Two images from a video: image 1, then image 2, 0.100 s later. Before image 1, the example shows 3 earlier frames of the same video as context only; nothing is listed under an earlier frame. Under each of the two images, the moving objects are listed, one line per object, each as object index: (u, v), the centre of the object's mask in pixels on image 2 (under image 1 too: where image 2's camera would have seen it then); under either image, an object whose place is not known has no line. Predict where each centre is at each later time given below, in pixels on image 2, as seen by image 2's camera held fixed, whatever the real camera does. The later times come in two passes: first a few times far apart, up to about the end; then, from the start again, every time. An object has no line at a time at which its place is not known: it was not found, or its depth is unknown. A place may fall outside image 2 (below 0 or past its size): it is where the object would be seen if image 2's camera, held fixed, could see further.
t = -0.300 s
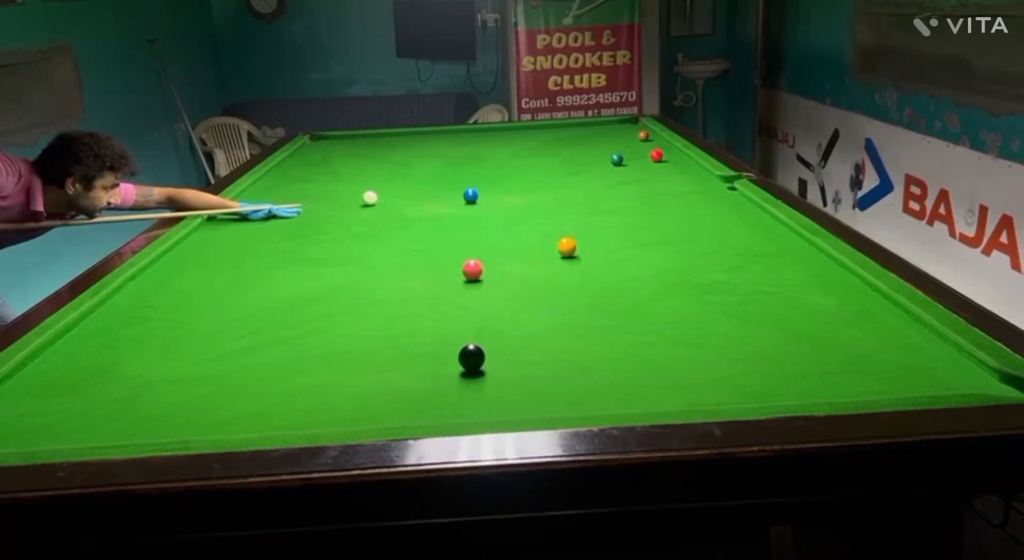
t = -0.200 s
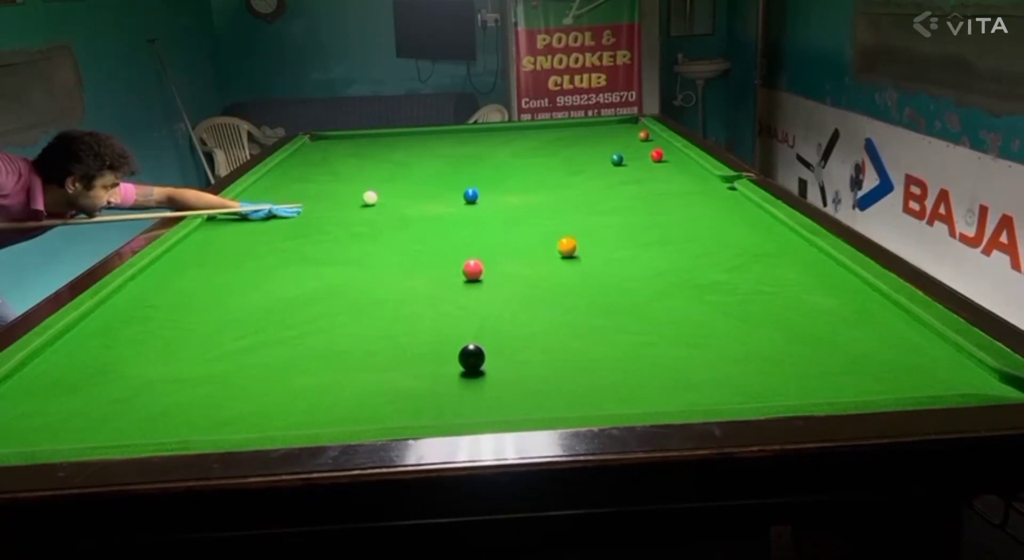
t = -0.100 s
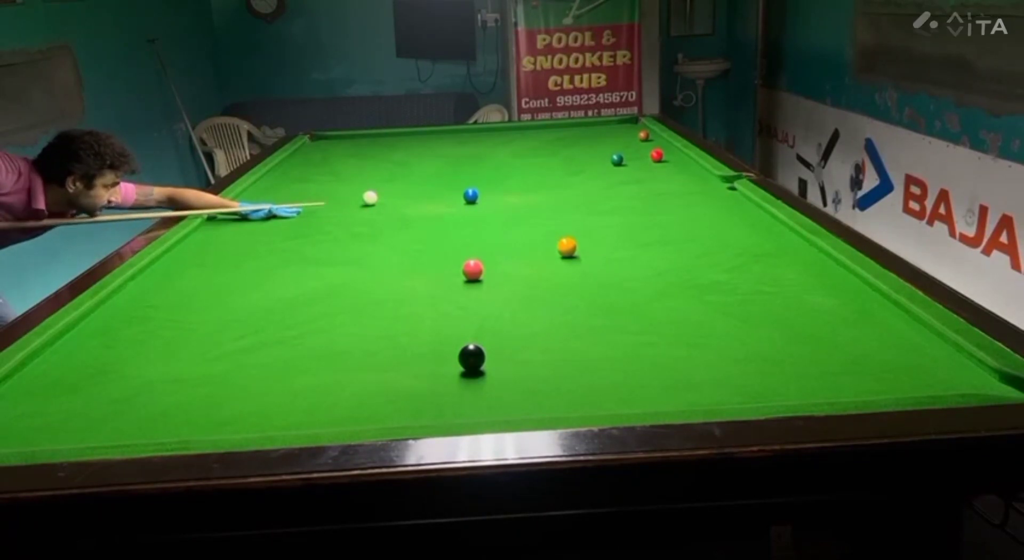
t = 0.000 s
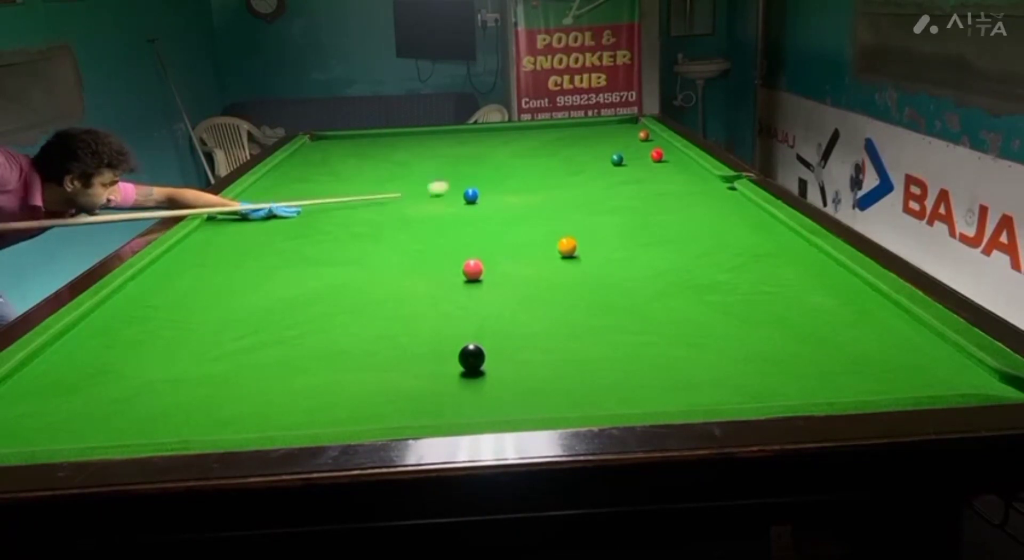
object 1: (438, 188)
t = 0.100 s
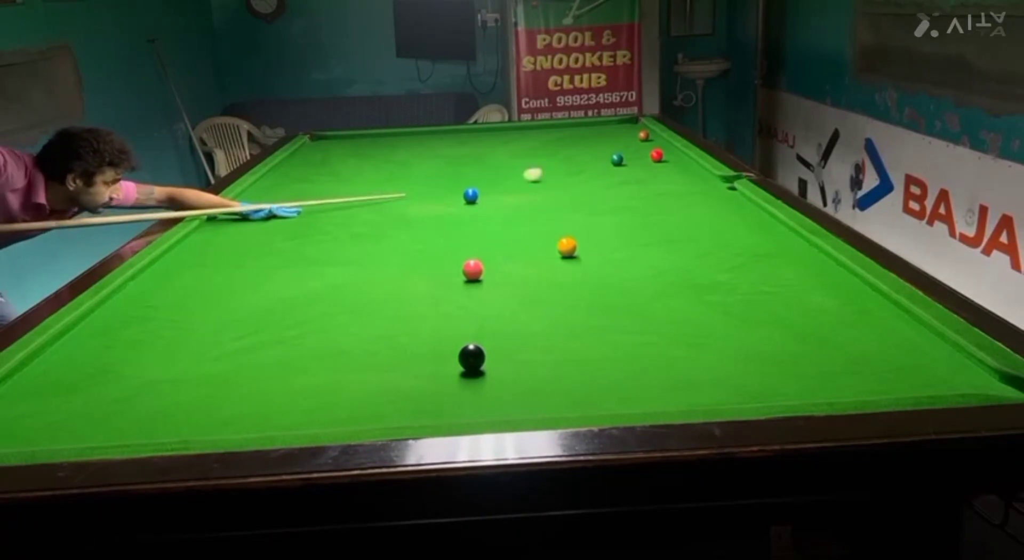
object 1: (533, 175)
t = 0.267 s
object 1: (654, 157)
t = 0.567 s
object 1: (655, 165)
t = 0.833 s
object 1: (603, 174)
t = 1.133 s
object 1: (543, 185)
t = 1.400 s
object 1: (489, 195)
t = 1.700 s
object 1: (470, 203)
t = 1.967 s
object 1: (454, 211)
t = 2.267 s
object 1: (438, 218)
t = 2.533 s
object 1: (424, 225)
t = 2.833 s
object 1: (410, 232)
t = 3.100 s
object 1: (399, 237)
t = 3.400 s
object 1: (388, 243)
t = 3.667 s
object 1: (380, 247)
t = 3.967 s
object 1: (373, 250)
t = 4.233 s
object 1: (368, 252)
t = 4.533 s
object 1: (366, 254)
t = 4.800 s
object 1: (366, 253)
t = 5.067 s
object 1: (366, 254)
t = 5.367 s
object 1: (366, 254)
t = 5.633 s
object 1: (366, 254)
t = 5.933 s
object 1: (366, 254)
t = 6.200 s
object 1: (366, 254)
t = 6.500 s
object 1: (366, 254)
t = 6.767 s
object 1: (366, 254)
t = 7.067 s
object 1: (366, 253)
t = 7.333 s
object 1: (366, 253)
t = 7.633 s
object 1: (366, 254)
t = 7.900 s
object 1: (366, 253)
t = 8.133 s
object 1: (366, 254)
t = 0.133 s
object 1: (562, 171)
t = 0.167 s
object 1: (588, 167)
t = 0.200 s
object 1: (613, 163)
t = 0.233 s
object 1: (637, 160)
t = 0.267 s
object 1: (654, 157)
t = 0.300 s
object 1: (664, 158)
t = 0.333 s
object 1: (674, 159)
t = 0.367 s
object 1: (684, 159)
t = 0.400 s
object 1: (684, 160)
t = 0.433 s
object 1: (677, 161)
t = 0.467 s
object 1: (671, 162)
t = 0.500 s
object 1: (665, 163)
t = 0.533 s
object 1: (658, 165)
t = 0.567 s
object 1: (655, 165)
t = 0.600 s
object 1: (648, 166)
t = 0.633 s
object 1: (642, 168)
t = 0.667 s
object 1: (635, 169)
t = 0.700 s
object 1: (629, 170)
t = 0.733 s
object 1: (622, 171)
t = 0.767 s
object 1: (616, 172)
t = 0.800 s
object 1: (609, 173)
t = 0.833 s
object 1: (603, 174)
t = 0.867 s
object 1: (596, 176)
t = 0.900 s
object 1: (589, 177)
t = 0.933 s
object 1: (582, 178)
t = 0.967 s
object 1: (576, 179)
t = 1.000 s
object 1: (569, 181)
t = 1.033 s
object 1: (563, 182)
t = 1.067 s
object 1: (556, 183)
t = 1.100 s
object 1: (549, 184)
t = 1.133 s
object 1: (543, 185)
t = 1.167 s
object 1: (536, 186)
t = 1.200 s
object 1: (529, 187)
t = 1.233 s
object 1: (522, 188)
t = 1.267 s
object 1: (516, 190)
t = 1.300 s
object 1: (509, 191)
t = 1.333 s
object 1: (502, 192)
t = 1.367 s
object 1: (495, 194)
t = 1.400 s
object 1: (489, 195)
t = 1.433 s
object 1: (485, 196)
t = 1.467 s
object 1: (484, 197)
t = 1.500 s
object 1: (481, 198)
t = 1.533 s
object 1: (480, 199)
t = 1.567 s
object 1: (478, 200)
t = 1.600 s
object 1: (475, 201)
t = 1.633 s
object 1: (473, 202)
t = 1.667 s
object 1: (471, 202)
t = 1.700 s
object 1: (470, 203)
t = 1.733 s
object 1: (468, 204)
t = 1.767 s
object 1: (466, 205)
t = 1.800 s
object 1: (464, 206)
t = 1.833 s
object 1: (462, 207)
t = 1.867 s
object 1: (460, 208)
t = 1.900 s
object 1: (458, 209)
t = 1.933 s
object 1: (456, 210)
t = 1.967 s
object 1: (454, 211)
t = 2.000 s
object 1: (452, 212)
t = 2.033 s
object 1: (451, 212)
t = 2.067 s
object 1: (449, 213)
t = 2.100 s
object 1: (447, 214)
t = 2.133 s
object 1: (445, 215)
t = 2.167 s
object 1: (443, 216)
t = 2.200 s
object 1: (442, 217)
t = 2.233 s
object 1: (440, 218)
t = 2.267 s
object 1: (438, 218)
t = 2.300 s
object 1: (436, 219)
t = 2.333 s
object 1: (435, 220)
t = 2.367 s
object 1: (433, 221)
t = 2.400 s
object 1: (431, 222)
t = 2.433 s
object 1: (429, 223)
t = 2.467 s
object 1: (428, 223)
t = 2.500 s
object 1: (426, 224)
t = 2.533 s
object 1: (424, 225)
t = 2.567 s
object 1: (423, 226)
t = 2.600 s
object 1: (421, 227)
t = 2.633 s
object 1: (420, 228)
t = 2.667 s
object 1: (418, 228)
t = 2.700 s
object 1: (416, 229)
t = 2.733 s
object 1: (415, 230)
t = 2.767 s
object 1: (413, 230)
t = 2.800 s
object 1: (412, 231)
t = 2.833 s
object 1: (410, 232)
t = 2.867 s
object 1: (409, 233)
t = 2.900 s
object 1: (407, 233)
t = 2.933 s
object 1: (406, 234)
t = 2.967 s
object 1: (405, 234)
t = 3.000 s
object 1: (403, 235)
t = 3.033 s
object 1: (402, 236)
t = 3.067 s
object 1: (401, 237)
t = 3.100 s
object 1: (399, 237)
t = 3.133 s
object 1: (398, 238)
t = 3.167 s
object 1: (397, 239)
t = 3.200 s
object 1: (395, 239)
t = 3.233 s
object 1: (394, 240)
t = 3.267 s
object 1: (393, 240)
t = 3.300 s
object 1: (392, 241)
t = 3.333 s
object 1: (391, 242)
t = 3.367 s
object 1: (389, 242)
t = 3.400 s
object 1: (388, 243)
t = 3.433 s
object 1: (387, 243)
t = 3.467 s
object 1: (386, 244)
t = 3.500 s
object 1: (385, 244)
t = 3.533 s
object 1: (384, 245)
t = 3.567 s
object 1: (383, 245)
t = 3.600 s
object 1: (382, 246)
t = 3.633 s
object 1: (381, 246)
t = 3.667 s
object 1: (380, 247)
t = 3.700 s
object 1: (379, 247)
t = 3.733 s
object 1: (378, 248)
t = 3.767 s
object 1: (378, 248)
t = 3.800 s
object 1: (377, 248)
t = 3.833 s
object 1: (376, 249)
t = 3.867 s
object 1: (375, 249)
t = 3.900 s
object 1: (375, 249)
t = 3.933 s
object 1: (374, 250)
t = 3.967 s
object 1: (373, 250)
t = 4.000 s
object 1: (372, 251)
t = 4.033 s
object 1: (372, 251)
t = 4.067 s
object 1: (371, 251)
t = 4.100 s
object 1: (370, 251)
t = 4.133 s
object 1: (370, 252)
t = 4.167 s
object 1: (370, 252)
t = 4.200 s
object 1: (369, 252)
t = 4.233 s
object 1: (368, 252)
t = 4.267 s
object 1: (368, 252)
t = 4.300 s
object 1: (368, 253)
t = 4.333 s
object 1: (367, 253)
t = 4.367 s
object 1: (367, 253)
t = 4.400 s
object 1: (367, 253)
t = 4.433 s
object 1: (367, 253)
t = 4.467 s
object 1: (366, 253)
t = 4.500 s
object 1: (366, 253)
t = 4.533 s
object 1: (366, 254)
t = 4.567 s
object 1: (366, 254)
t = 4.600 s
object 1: (366, 253)
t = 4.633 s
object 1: (366, 254)
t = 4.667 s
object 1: (366, 253)
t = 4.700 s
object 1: (366, 254)
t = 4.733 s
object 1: (366, 253)
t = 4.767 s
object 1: (366, 253)
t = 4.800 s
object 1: (366, 253)
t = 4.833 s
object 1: (366, 254)
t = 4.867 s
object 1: (366, 253)
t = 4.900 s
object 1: (366, 254)
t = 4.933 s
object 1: (366, 254)
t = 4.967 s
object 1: (366, 254)
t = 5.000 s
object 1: (366, 254)
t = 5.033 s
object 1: (366, 254)
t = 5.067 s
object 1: (366, 254)
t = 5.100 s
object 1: (366, 254)
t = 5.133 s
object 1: (366, 254)
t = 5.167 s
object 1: (366, 254)
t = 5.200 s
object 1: (366, 254)
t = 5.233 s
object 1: (366, 254)
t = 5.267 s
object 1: (366, 254)
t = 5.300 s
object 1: (366, 254)
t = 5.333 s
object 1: (366, 254)
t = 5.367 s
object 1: (366, 254)
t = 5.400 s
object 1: (366, 254)
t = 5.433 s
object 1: (366, 254)
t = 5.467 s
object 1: (366, 254)
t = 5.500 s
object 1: (366, 254)
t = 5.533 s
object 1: (366, 254)
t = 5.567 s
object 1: (366, 254)
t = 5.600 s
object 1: (366, 254)
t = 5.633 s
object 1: (366, 254)
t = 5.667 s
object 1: (366, 254)
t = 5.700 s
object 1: (366, 254)
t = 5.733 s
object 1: (366, 254)
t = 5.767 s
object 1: (366, 254)
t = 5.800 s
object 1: (366, 254)
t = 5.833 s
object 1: (366, 254)
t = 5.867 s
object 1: (366, 254)
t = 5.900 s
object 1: (366, 254)
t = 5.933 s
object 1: (366, 254)
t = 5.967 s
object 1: (366, 254)
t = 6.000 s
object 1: (366, 254)
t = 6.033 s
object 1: (366, 254)
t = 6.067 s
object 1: (366, 254)
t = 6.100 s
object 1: (366, 254)
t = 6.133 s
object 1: (366, 254)
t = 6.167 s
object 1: (366, 254)
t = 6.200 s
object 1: (366, 254)
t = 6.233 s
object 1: (366, 254)
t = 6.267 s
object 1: (366, 254)
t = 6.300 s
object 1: (366, 254)
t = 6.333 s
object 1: (366, 254)
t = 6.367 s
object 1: (366, 254)
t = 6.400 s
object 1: (366, 254)
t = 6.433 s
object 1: (366, 254)
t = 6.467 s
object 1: (366, 254)
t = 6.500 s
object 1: (366, 254)
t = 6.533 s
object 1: (366, 254)
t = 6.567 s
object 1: (366, 254)
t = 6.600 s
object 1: (366, 254)
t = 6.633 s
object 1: (366, 254)
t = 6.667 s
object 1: (366, 254)
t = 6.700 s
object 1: (366, 254)
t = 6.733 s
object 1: (366, 254)
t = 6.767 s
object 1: (366, 254)
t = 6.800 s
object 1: (366, 254)
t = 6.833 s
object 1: (366, 254)
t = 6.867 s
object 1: (366, 254)
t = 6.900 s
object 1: (366, 254)
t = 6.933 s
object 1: (366, 253)
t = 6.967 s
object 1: (366, 253)
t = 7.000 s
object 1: (366, 253)
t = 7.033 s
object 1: (366, 253)
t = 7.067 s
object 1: (366, 253)
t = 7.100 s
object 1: (366, 253)
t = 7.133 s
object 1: (366, 253)
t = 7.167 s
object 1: (366, 253)
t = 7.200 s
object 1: (366, 253)
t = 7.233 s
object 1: (366, 253)
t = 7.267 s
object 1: (366, 254)
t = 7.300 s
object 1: (366, 254)
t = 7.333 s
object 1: (366, 253)
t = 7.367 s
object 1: (366, 253)
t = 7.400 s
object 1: (366, 253)
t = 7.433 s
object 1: (366, 254)
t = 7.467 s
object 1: (366, 254)
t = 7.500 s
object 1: (366, 254)
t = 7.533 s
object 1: (366, 254)
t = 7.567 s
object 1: (366, 254)
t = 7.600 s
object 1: (366, 254)
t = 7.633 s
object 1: (366, 254)
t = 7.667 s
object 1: (366, 253)
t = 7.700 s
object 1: (366, 253)
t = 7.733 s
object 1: (366, 253)
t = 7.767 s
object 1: (366, 253)
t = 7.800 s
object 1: (366, 253)
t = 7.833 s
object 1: (366, 253)
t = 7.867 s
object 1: (366, 253)
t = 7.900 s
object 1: (366, 253)
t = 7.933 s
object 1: (366, 253)
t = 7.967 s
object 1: (366, 254)
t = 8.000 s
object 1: (366, 253)
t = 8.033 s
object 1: (366, 253)
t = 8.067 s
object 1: (366, 253)
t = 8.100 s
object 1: (366, 253)
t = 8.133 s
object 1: (366, 254)
